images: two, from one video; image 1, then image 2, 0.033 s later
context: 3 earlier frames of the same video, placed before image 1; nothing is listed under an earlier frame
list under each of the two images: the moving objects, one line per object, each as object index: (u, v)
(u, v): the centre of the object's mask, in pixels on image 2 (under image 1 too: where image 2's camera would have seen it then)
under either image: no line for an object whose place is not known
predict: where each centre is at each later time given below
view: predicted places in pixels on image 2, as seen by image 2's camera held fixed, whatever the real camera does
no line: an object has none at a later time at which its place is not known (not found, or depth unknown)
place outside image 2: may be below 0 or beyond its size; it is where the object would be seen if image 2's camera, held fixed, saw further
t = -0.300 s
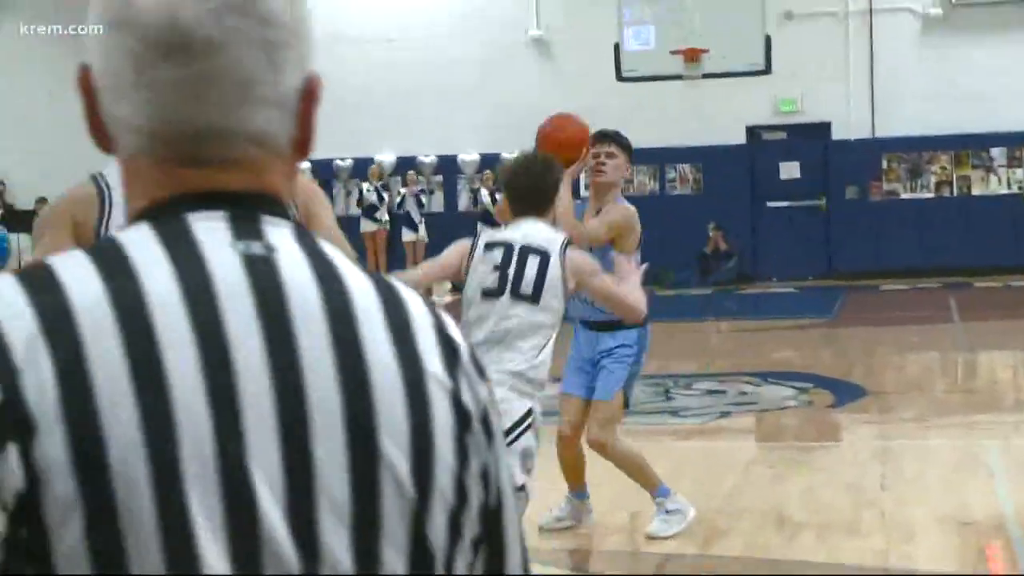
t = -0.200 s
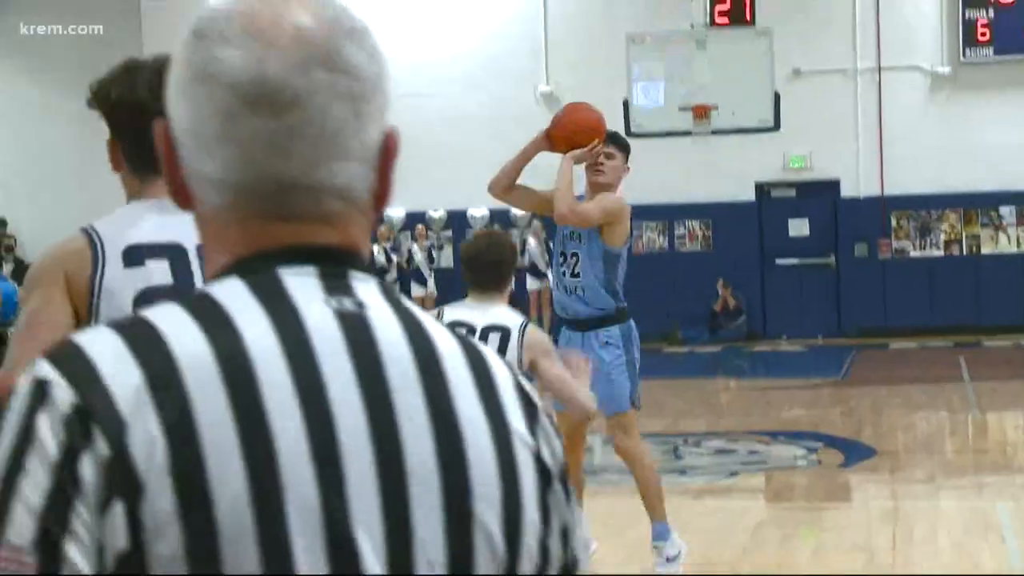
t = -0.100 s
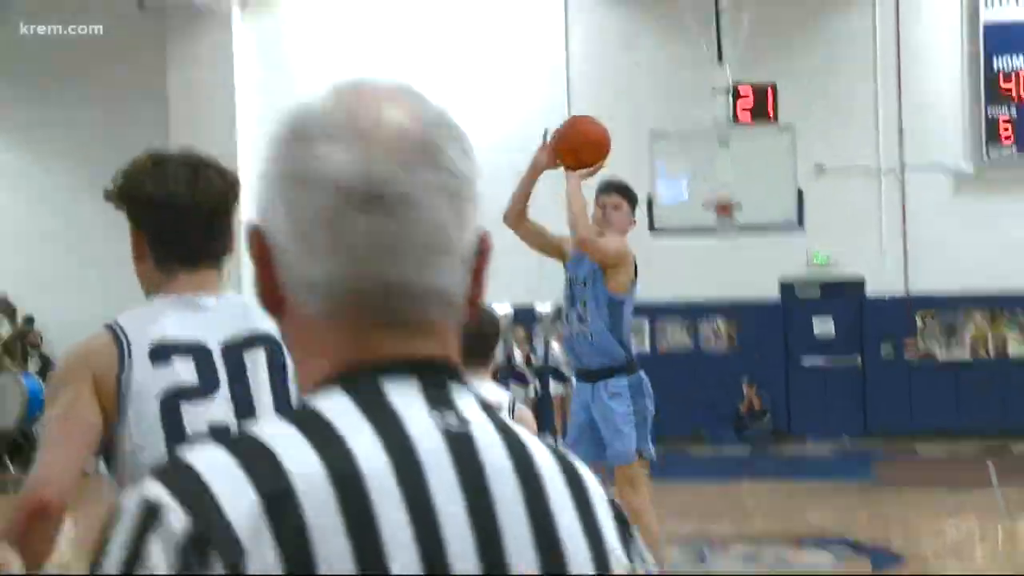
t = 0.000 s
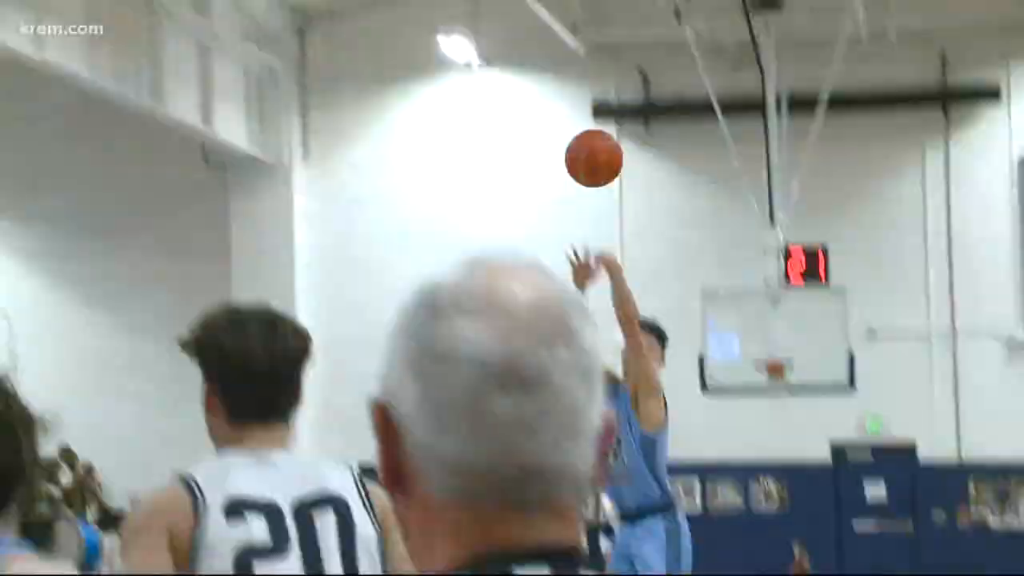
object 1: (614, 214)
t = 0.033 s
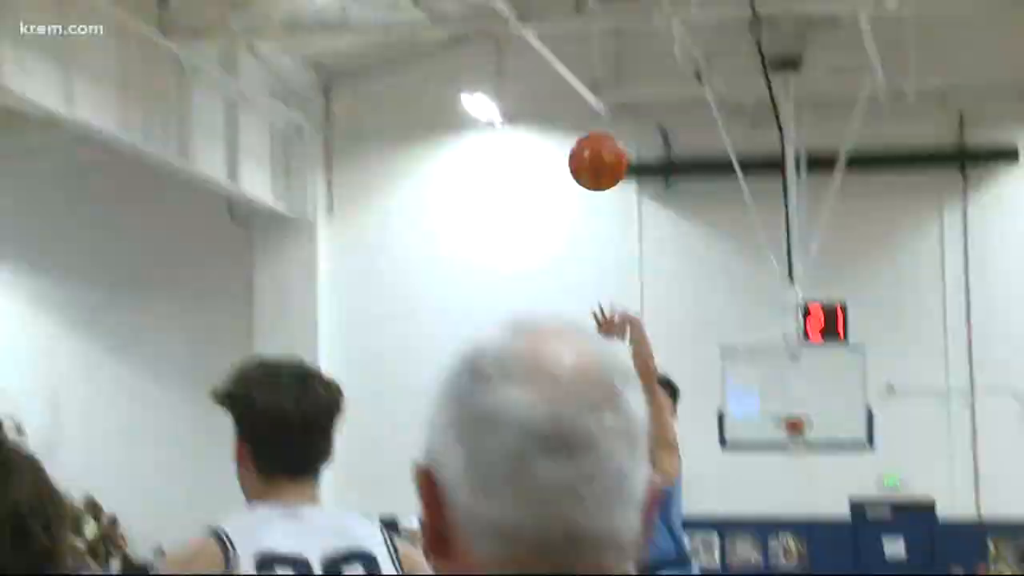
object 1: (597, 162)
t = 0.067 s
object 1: (580, 110)
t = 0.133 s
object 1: (544, 9)
